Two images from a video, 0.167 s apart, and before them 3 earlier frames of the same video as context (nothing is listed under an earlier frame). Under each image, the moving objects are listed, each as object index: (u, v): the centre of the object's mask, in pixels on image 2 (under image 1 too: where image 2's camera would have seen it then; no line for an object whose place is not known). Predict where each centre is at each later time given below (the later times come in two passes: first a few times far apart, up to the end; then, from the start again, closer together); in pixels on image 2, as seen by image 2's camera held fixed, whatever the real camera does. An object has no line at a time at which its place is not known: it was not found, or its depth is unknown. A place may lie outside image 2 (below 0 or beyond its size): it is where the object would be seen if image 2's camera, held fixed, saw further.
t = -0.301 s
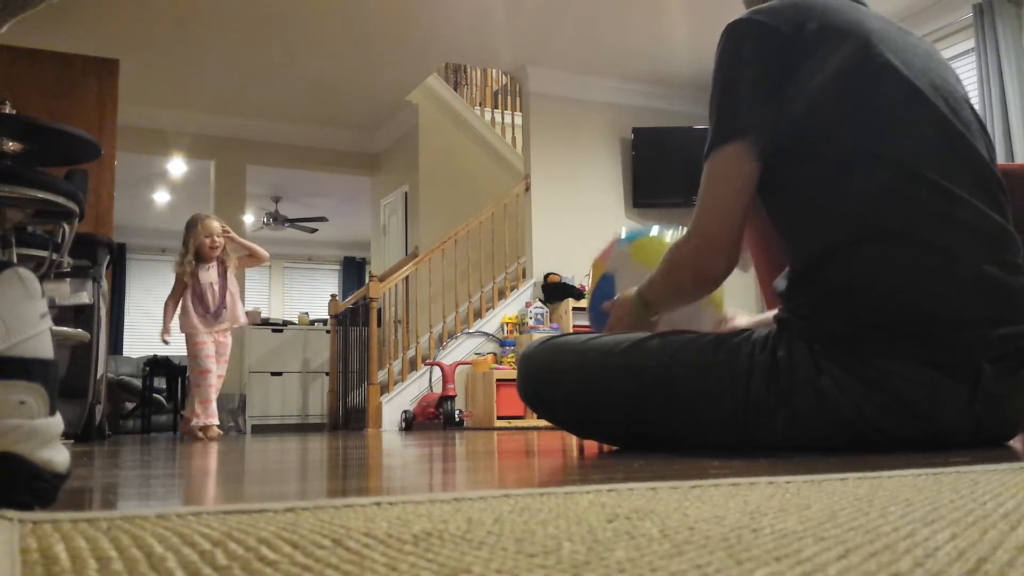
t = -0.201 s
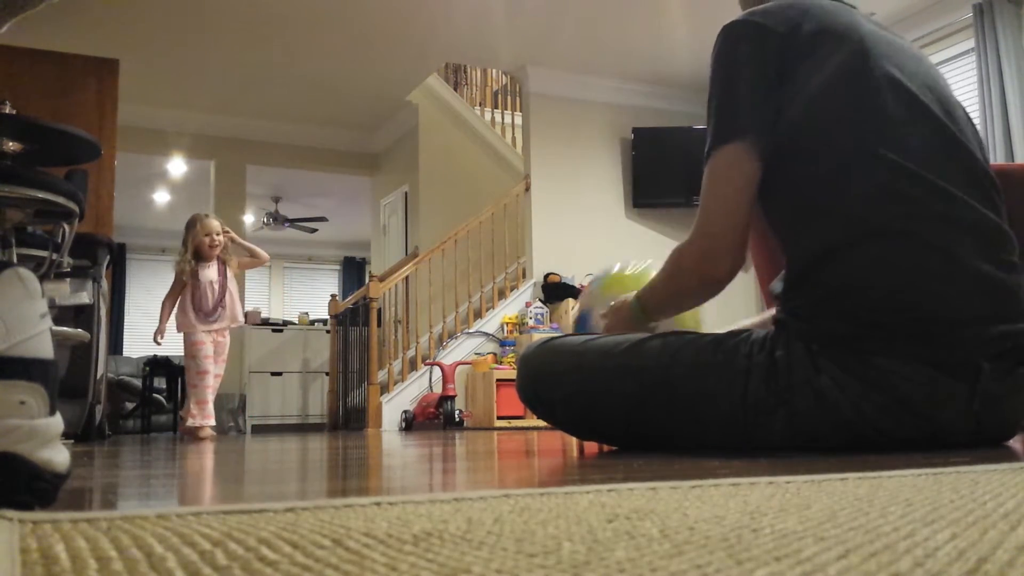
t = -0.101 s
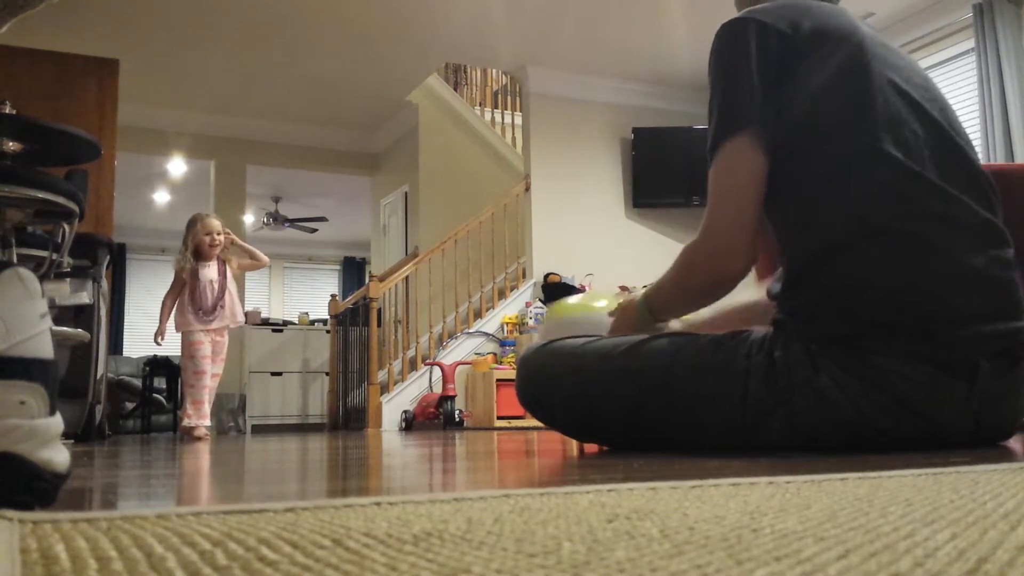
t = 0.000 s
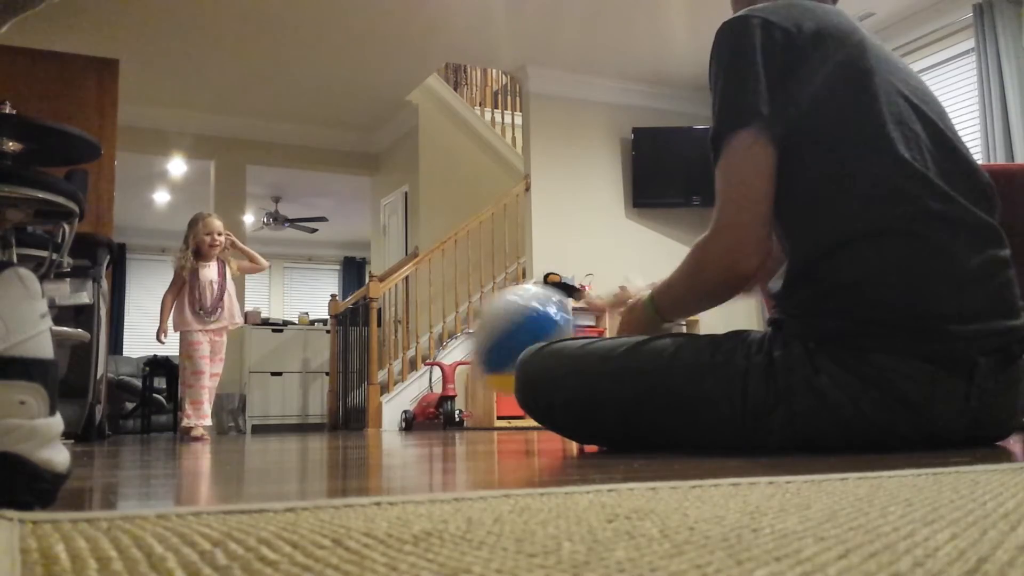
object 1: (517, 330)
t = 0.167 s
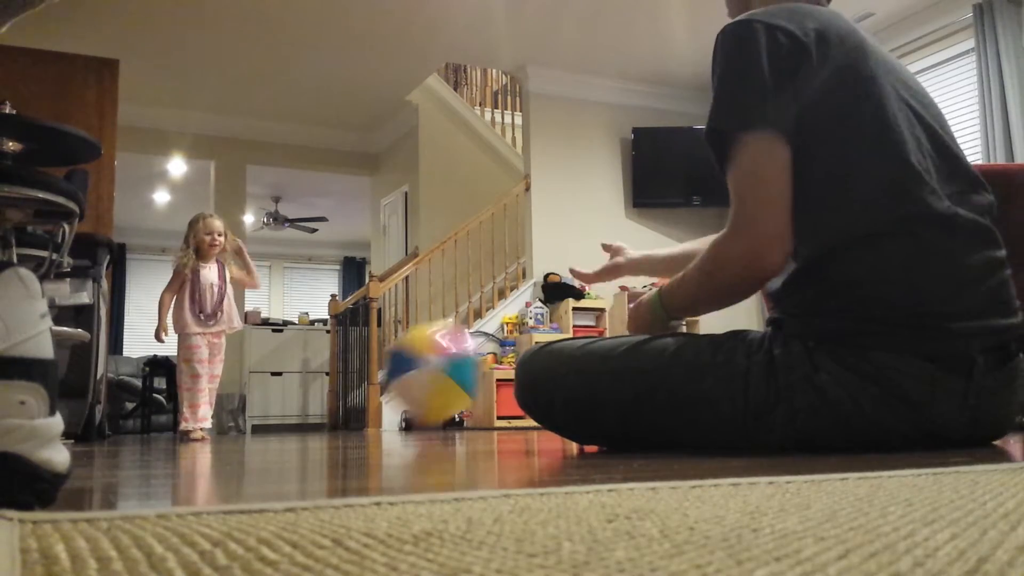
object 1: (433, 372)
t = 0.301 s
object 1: (377, 387)
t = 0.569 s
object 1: (305, 401)
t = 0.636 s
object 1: (293, 400)
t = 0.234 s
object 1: (404, 395)
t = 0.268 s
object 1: (390, 390)
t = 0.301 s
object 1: (377, 387)
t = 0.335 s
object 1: (365, 388)
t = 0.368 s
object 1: (356, 390)
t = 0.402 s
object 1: (347, 395)
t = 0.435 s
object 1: (337, 399)
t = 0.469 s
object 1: (329, 397)
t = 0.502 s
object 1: (321, 395)
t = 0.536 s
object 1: (313, 397)
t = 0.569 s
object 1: (305, 401)
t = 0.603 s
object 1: (299, 401)
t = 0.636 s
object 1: (293, 400)
